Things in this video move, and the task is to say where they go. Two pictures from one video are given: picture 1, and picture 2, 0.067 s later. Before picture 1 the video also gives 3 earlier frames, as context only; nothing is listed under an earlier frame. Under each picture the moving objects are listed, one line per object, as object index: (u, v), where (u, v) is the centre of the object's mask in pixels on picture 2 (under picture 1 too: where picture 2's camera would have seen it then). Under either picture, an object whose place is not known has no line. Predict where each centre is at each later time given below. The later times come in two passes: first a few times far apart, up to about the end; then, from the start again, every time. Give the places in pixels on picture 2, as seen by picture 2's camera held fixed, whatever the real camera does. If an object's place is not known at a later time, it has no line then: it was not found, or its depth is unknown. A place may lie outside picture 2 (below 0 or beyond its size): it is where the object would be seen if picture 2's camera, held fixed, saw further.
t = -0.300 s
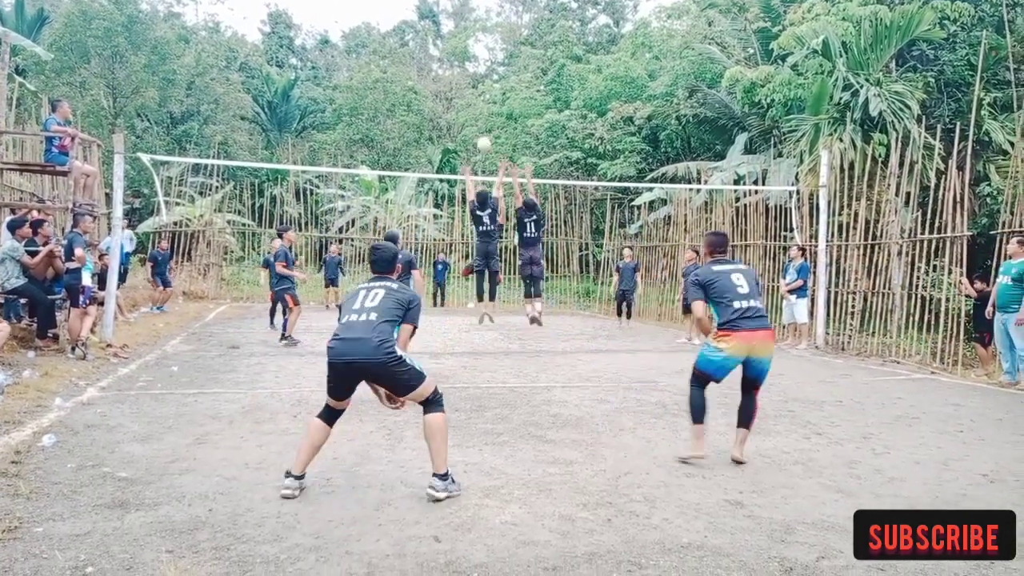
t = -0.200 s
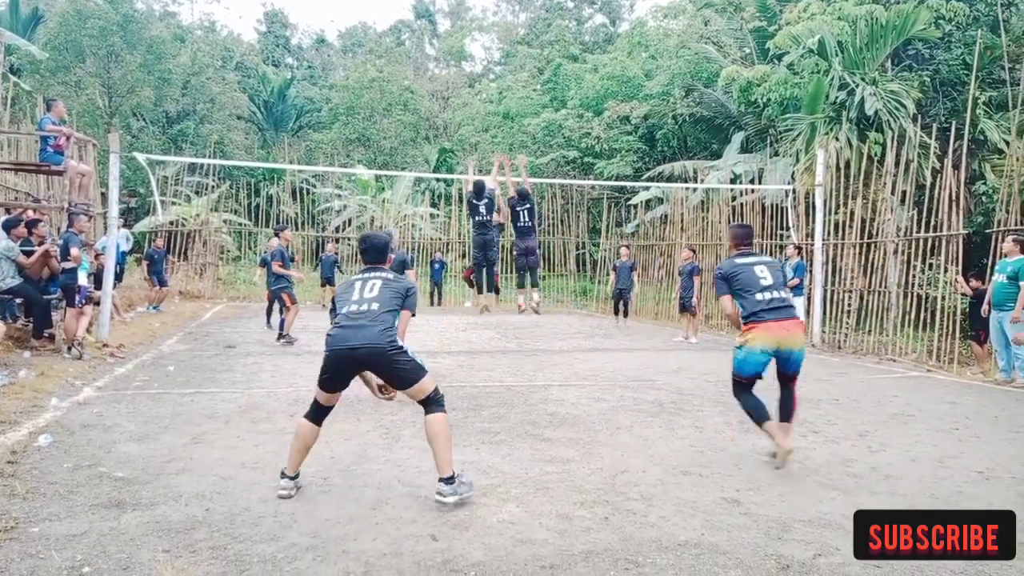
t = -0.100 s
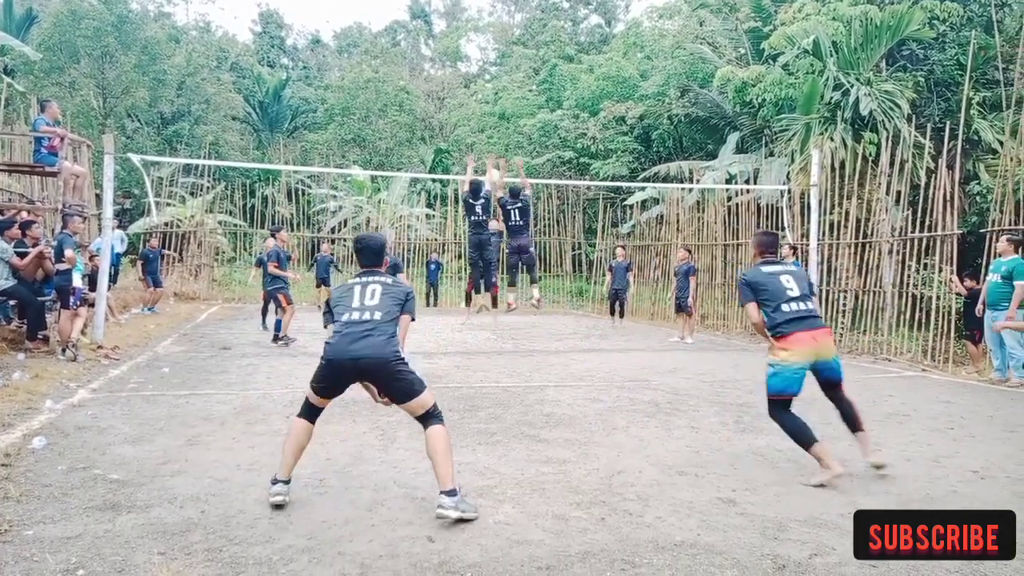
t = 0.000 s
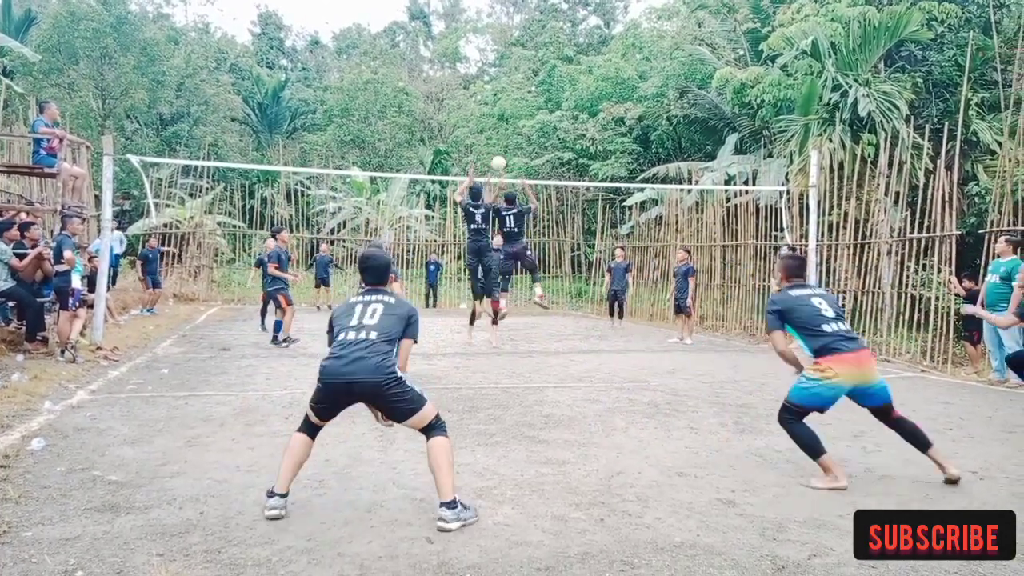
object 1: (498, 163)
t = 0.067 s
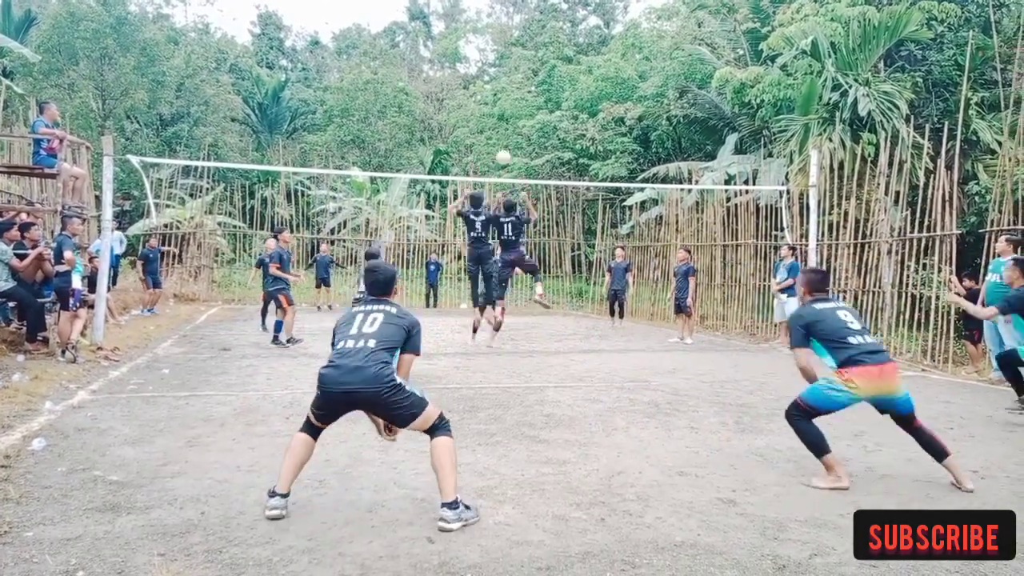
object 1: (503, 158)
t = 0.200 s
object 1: (513, 154)
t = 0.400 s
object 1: (530, 173)
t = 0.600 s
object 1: (550, 230)
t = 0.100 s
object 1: (505, 156)
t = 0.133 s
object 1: (508, 155)
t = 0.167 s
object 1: (510, 154)
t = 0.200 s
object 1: (513, 154)
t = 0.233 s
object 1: (515, 155)
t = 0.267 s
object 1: (519, 157)
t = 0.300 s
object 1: (521, 159)
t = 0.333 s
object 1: (524, 163)
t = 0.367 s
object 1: (527, 168)
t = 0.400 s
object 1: (530, 173)
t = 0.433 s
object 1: (534, 180)
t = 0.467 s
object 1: (537, 189)
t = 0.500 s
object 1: (540, 196)
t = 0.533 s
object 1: (543, 206)
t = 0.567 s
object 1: (547, 218)
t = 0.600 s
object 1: (550, 230)
